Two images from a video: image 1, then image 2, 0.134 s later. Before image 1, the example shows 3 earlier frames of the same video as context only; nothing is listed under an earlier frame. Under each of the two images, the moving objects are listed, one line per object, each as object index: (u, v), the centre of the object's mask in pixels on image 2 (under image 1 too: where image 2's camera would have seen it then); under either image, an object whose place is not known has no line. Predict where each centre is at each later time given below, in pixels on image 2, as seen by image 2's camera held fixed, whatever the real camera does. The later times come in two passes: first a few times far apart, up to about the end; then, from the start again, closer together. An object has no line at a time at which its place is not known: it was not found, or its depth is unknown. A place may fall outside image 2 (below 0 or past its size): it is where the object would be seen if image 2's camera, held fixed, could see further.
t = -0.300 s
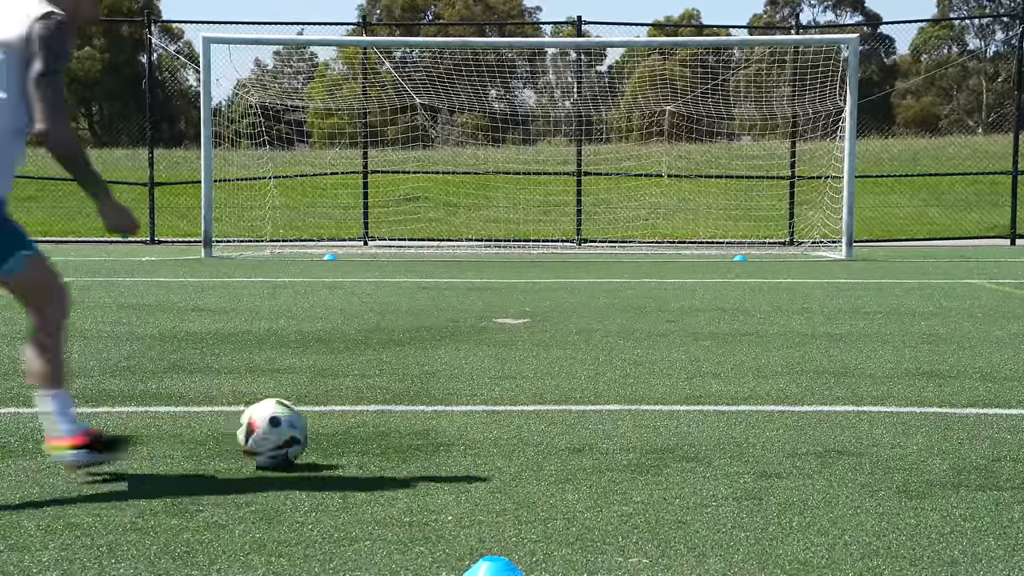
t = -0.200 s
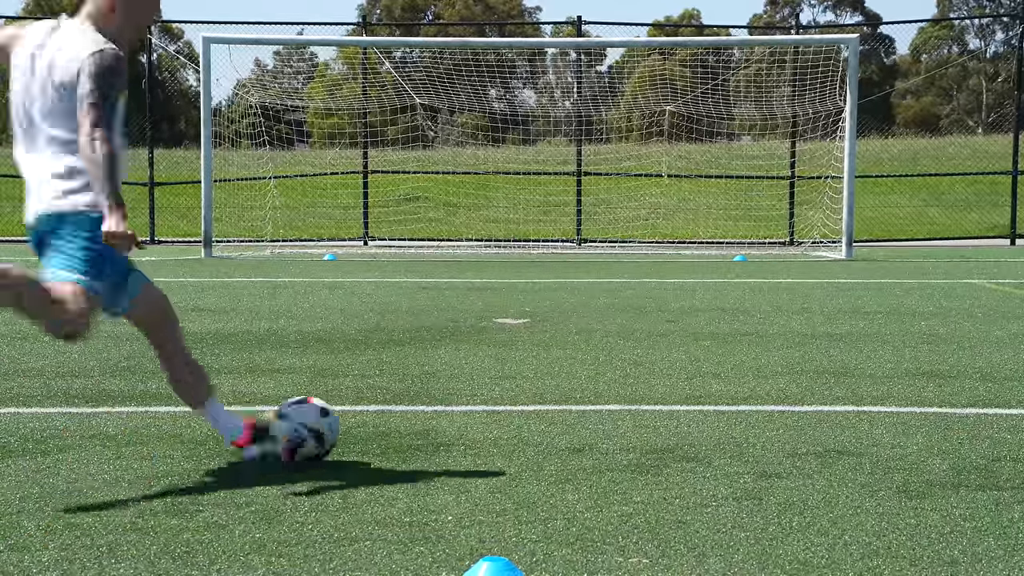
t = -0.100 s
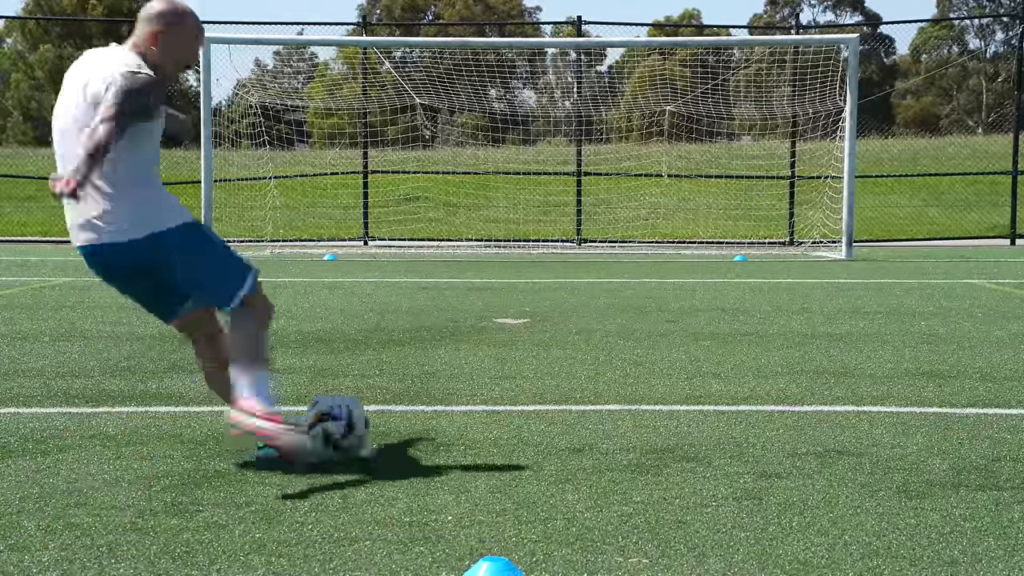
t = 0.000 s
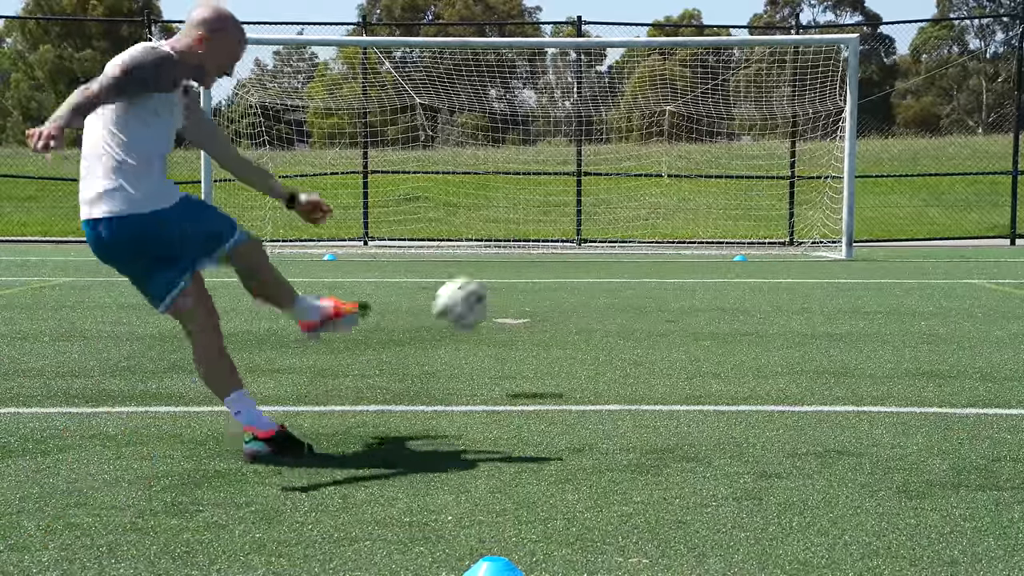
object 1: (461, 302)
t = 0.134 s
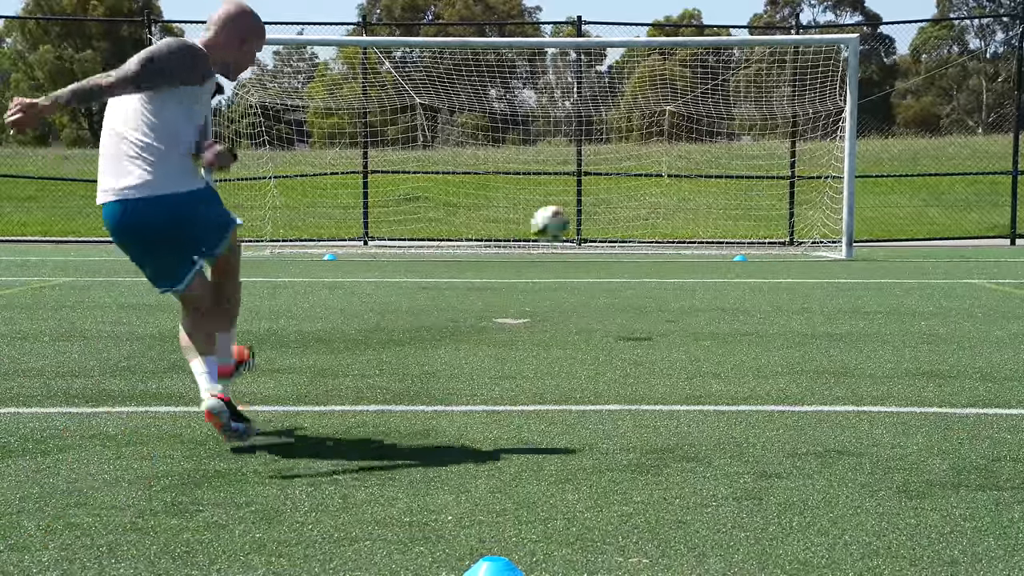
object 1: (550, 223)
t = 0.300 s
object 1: (600, 211)
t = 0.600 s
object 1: (621, 245)
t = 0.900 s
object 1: (619, 213)
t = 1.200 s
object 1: (606, 164)
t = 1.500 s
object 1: (594, 179)
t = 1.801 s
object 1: (585, 239)
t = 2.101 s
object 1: (590, 206)
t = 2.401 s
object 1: (597, 242)
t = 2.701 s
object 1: (599, 228)
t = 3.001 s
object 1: (601, 240)
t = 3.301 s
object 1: (604, 244)
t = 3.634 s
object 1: (603, 247)
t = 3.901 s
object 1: (606, 247)
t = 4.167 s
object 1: (606, 247)
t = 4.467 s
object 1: (606, 247)
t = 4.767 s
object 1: (606, 247)
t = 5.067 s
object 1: (606, 247)
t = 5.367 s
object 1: (606, 247)
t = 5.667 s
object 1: (606, 247)
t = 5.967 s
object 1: (606, 247)
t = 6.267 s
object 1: (606, 247)
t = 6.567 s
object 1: (606, 247)
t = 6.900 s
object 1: (606, 247)
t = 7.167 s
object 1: (606, 247)
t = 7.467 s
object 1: (606, 247)
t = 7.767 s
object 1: (606, 247)
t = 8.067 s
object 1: (606, 247)
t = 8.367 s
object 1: (606, 247)
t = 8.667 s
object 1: (606, 247)
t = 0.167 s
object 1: (563, 216)
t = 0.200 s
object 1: (576, 212)
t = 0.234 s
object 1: (585, 209)
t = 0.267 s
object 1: (592, 210)
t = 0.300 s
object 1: (600, 211)
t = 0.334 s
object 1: (606, 213)
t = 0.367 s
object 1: (609, 218)
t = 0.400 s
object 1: (614, 225)
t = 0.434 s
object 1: (617, 231)
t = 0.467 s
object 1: (619, 239)
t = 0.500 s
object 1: (620, 248)
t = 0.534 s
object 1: (622, 257)
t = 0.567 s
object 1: (621, 257)
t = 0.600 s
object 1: (621, 245)
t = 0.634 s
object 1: (620, 236)
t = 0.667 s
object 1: (621, 228)
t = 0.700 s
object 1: (619, 222)
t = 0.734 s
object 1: (620, 217)
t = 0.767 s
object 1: (620, 215)
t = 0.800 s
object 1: (619, 212)
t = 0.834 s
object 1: (619, 212)
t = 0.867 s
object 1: (619, 212)
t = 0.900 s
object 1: (619, 213)
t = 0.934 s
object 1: (617, 209)
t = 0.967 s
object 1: (618, 199)
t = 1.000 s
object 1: (616, 191)
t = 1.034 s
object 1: (613, 186)
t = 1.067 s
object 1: (613, 179)
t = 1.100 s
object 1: (610, 173)
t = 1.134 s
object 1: (610, 170)
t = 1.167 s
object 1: (610, 168)
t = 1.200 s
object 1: (606, 164)
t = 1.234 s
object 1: (605, 163)
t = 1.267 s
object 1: (604, 162)
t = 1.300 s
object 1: (603, 160)
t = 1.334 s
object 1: (600, 163)
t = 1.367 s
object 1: (599, 164)
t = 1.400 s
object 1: (596, 166)
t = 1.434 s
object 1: (594, 169)
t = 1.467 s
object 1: (594, 174)
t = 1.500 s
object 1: (594, 179)
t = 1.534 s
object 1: (593, 186)
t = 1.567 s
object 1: (593, 195)
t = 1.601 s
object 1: (590, 200)
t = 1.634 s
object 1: (589, 209)
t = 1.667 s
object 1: (587, 217)
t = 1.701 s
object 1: (586, 229)
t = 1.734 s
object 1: (585, 240)
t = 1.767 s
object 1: (584, 245)
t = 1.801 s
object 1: (585, 239)
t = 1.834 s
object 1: (585, 231)
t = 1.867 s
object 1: (585, 226)
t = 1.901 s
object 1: (586, 219)
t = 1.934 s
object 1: (587, 215)
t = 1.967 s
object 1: (588, 212)
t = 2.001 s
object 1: (589, 209)
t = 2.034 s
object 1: (589, 208)
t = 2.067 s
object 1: (590, 206)
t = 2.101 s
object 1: (590, 206)
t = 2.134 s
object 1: (591, 206)
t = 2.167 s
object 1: (592, 207)
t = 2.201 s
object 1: (593, 209)
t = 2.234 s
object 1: (593, 213)
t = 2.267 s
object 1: (595, 217)
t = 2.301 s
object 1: (595, 221)
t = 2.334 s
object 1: (596, 228)
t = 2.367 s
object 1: (596, 235)
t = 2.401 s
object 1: (597, 242)
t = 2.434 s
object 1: (597, 246)
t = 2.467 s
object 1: (597, 240)
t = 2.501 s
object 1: (598, 237)
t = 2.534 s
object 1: (598, 232)
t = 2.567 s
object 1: (598, 230)
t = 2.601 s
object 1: (598, 229)
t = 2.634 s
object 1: (598, 228)
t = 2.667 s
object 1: (598, 228)
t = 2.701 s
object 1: (599, 228)
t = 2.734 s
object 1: (599, 230)
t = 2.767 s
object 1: (599, 232)
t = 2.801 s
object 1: (599, 235)
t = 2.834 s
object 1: (599, 240)
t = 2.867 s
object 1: (599, 245)
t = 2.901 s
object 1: (599, 245)
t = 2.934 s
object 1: (600, 243)
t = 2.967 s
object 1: (600, 241)
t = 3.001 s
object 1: (601, 240)
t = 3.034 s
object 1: (601, 239)
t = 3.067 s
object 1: (601, 240)
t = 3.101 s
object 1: (602, 241)
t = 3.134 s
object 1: (602, 243)
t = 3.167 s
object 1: (603, 246)
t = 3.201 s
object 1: (603, 247)
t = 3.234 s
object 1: (603, 245)
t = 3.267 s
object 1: (604, 244)
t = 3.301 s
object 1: (604, 244)
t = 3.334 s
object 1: (609, 243)
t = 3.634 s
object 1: (603, 247)
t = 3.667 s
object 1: (607, 247)
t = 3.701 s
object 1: (607, 247)
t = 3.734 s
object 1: (607, 247)
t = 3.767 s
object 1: (607, 247)
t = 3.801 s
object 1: (607, 247)
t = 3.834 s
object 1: (607, 247)
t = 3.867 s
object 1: (607, 247)
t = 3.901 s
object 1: (606, 247)
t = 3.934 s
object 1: (606, 247)
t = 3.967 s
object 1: (606, 247)
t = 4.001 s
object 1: (606, 247)
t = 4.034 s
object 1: (606, 247)
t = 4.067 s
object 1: (606, 247)
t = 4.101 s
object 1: (606, 247)
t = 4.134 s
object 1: (606, 247)
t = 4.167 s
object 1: (606, 247)
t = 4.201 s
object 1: (606, 247)
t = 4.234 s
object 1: (606, 247)
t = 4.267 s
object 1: (606, 247)
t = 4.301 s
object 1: (606, 247)
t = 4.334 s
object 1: (606, 247)
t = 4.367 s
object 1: (606, 247)
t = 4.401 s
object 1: (606, 247)
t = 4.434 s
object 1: (606, 247)
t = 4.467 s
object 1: (606, 247)
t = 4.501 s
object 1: (606, 247)
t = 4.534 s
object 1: (606, 247)
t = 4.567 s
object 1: (606, 247)
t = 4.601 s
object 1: (606, 247)
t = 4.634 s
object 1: (606, 247)
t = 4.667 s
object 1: (606, 247)
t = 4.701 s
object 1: (606, 247)
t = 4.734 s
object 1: (606, 247)
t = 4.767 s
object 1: (606, 247)
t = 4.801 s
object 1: (606, 247)
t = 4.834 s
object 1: (606, 247)
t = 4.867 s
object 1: (606, 247)
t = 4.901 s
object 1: (606, 247)
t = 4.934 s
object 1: (606, 247)
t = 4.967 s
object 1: (606, 247)
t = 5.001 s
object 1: (606, 247)
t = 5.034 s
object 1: (606, 247)
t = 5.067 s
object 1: (606, 247)
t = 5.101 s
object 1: (606, 247)
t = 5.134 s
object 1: (606, 247)
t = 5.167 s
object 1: (606, 247)
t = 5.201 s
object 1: (606, 247)
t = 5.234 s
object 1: (606, 247)
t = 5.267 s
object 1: (606, 247)
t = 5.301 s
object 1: (606, 247)
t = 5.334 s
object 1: (606, 247)
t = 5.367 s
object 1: (606, 247)
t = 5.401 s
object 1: (606, 247)
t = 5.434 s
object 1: (606, 247)
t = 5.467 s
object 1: (606, 247)
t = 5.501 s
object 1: (606, 247)
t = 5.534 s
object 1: (606, 247)
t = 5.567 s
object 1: (606, 247)
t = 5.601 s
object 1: (606, 247)
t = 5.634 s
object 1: (606, 247)
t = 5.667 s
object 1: (606, 247)
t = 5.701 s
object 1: (606, 247)
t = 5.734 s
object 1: (606, 247)
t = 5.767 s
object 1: (606, 247)
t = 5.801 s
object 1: (606, 247)
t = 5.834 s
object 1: (606, 247)
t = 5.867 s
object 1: (606, 247)
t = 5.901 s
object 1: (606, 247)
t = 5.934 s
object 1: (606, 247)
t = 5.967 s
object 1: (606, 247)
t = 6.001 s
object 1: (606, 247)
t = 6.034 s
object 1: (606, 247)
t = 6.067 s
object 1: (606, 247)
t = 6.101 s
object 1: (606, 247)
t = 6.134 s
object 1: (606, 247)
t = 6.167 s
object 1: (606, 247)
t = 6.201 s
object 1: (606, 247)
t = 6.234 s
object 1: (606, 247)
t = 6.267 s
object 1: (606, 247)
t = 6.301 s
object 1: (606, 247)
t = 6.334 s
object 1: (606, 247)
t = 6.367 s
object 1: (606, 247)
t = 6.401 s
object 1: (606, 247)
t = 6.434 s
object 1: (606, 247)
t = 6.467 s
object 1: (606, 247)
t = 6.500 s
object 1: (606, 247)
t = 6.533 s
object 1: (606, 247)
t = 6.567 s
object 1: (606, 247)
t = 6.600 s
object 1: (606, 247)
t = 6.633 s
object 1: (606, 247)
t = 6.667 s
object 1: (606, 247)
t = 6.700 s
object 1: (606, 247)
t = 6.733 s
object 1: (606, 247)
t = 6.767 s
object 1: (606, 247)
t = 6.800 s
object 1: (606, 247)
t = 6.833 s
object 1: (606, 247)
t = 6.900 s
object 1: (606, 247)
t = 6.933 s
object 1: (606, 247)
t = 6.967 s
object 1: (606, 247)
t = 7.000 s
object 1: (606, 247)
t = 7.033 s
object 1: (606, 247)
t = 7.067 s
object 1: (606, 247)
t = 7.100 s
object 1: (606, 247)
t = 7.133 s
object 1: (606, 247)
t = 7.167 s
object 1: (606, 247)
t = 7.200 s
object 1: (606, 247)
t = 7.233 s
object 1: (606, 247)
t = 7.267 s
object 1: (606, 247)
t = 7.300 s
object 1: (606, 247)
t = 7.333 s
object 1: (606, 247)
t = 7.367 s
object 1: (606, 247)
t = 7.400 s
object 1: (606, 247)
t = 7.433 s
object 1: (606, 247)
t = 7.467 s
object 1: (606, 247)
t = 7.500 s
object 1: (606, 247)
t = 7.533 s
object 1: (606, 247)
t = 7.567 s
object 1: (606, 247)
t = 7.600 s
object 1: (606, 247)
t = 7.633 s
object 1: (606, 247)
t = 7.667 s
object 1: (606, 247)
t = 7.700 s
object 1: (606, 247)
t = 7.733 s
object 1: (606, 247)
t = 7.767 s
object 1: (606, 247)
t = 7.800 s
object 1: (606, 247)
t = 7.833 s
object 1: (606, 247)
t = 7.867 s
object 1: (606, 247)
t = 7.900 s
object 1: (606, 247)
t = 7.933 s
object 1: (606, 247)
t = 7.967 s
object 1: (606, 247)
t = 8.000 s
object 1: (606, 247)
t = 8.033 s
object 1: (606, 247)
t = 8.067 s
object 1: (606, 247)
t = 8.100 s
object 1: (606, 247)
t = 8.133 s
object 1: (606, 247)
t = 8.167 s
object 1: (606, 247)
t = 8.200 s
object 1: (606, 247)
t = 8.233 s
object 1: (606, 247)
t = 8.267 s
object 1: (606, 247)
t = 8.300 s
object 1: (606, 247)
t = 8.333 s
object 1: (606, 247)
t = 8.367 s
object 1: (606, 247)
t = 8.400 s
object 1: (606, 247)
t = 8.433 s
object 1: (606, 247)
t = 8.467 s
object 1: (606, 247)
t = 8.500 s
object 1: (606, 247)
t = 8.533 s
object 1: (606, 247)
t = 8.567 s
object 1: (606, 247)
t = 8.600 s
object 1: (606, 247)
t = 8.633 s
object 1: (606, 247)
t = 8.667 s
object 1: (606, 247)
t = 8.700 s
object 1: (606, 247)
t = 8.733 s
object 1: (606, 247)
